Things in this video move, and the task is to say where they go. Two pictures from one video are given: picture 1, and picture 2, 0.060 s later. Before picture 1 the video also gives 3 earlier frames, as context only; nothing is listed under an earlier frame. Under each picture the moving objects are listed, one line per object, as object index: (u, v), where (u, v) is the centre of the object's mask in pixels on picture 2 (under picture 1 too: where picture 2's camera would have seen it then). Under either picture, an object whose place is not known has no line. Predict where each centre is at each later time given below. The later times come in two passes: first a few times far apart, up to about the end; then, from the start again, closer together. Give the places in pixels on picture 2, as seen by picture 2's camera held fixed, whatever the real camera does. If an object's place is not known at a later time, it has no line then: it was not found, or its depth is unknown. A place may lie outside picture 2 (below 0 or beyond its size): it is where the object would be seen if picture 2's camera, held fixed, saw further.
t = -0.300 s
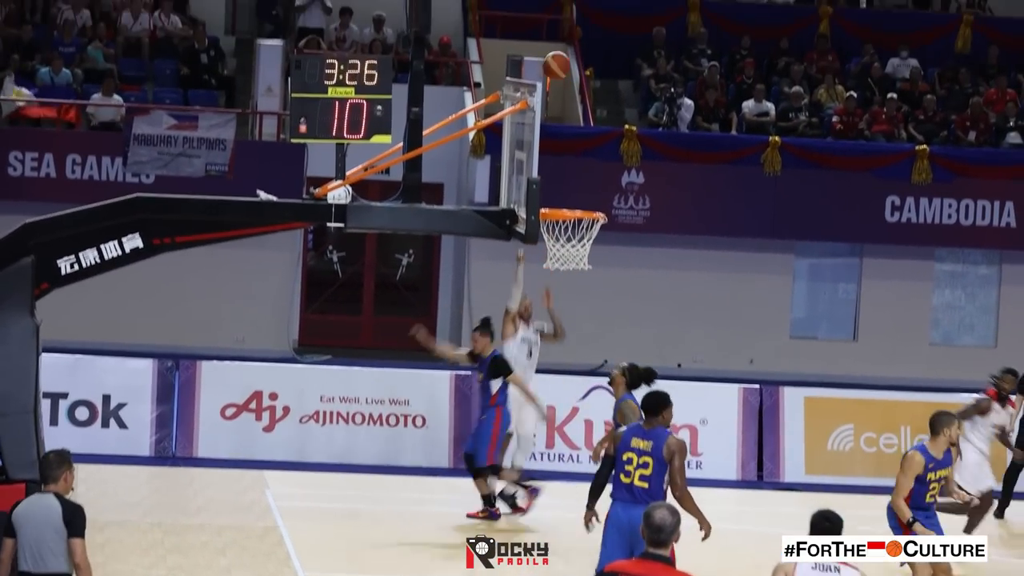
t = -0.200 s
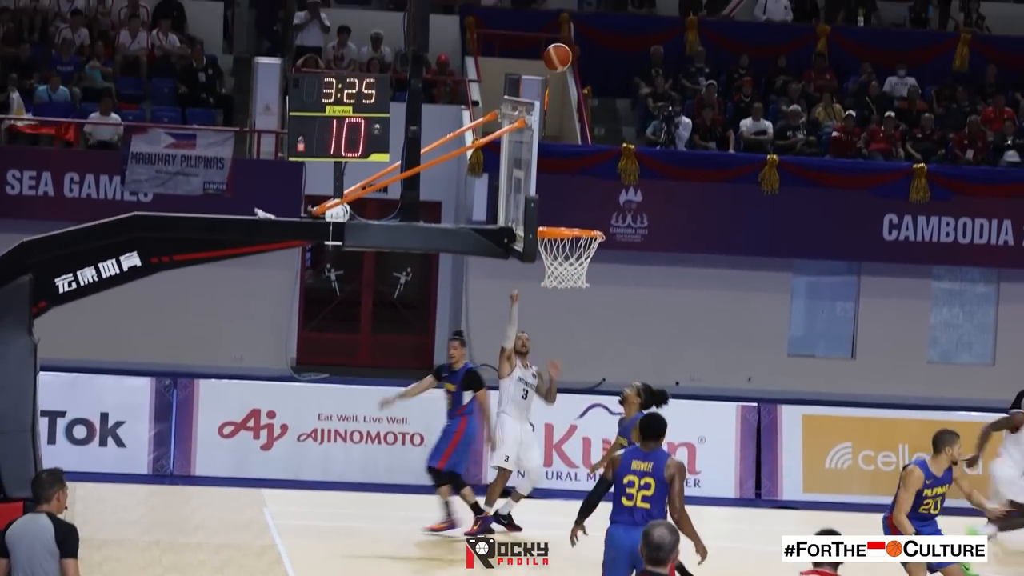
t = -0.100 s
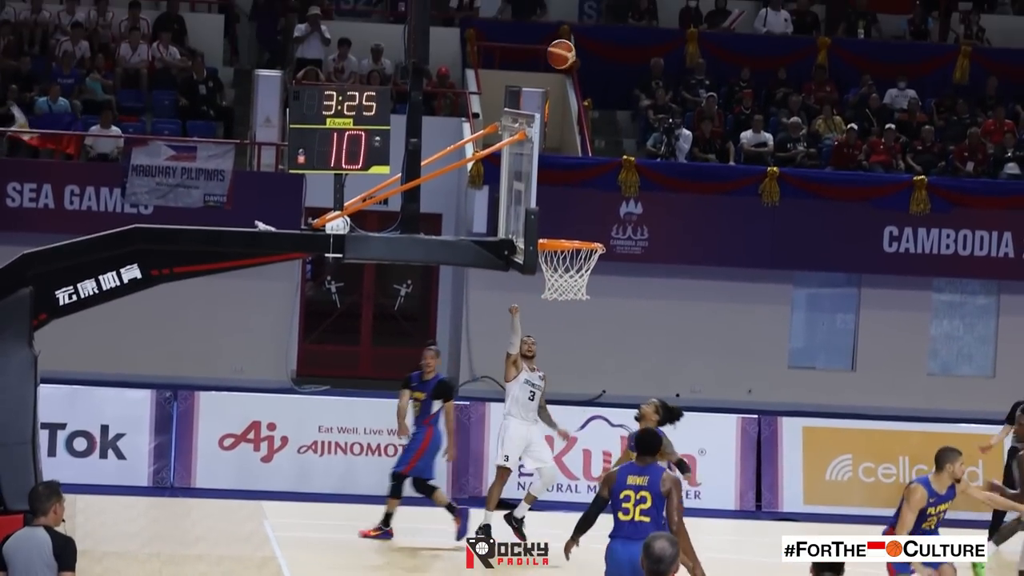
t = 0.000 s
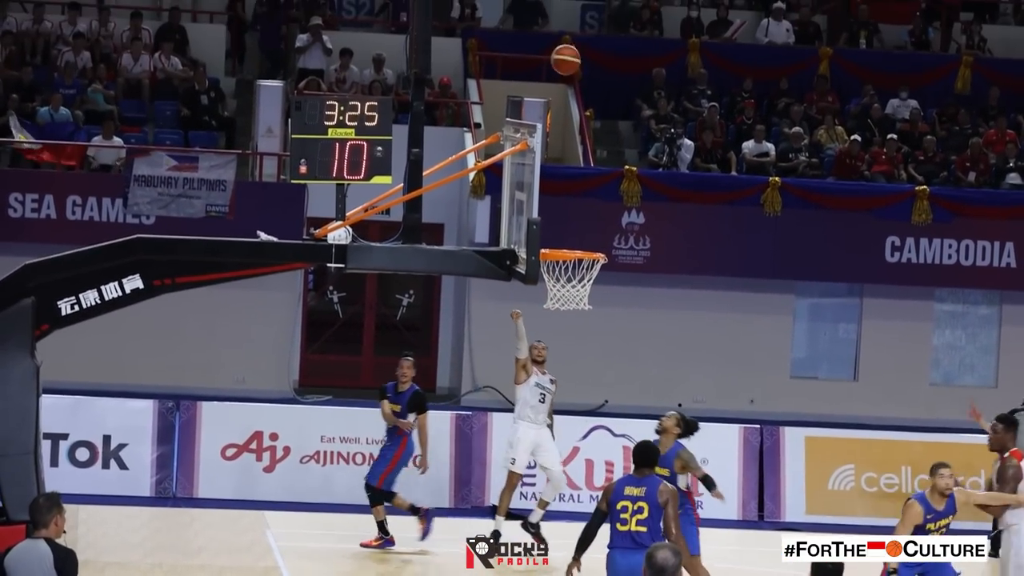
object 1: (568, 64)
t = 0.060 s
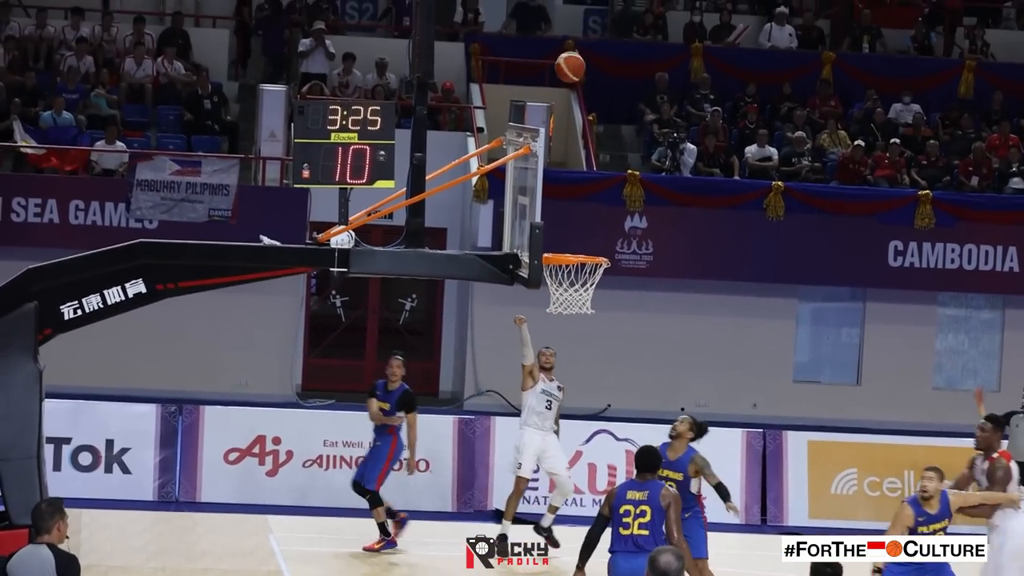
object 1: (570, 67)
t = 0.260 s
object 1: (574, 110)
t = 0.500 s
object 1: (577, 234)
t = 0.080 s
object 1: (570, 69)
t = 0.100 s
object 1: (571, 72)
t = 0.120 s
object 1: (571, 75)
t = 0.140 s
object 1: (572, 78)
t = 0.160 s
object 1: (572, 82)
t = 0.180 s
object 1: (572, 87)
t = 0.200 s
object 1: (573, 91)
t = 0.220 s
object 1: (574, 97)
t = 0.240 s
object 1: (574, 103)
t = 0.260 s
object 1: (574, 110)
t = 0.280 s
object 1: (575, 117)
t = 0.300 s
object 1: (575, 125)
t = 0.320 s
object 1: (575, 132)
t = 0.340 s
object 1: (576, 142)
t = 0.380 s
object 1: (576, 162)
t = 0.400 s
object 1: (576, 173)
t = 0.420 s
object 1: (576, 184)
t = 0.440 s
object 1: (576, 196)
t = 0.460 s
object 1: (576, 208)
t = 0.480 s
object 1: (576, 222)
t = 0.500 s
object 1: (577, 234)
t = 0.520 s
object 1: (577, 244)
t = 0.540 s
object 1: (578, 256)
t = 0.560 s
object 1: (574, 272)
